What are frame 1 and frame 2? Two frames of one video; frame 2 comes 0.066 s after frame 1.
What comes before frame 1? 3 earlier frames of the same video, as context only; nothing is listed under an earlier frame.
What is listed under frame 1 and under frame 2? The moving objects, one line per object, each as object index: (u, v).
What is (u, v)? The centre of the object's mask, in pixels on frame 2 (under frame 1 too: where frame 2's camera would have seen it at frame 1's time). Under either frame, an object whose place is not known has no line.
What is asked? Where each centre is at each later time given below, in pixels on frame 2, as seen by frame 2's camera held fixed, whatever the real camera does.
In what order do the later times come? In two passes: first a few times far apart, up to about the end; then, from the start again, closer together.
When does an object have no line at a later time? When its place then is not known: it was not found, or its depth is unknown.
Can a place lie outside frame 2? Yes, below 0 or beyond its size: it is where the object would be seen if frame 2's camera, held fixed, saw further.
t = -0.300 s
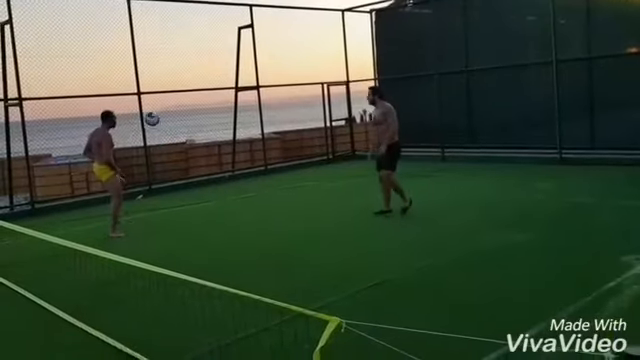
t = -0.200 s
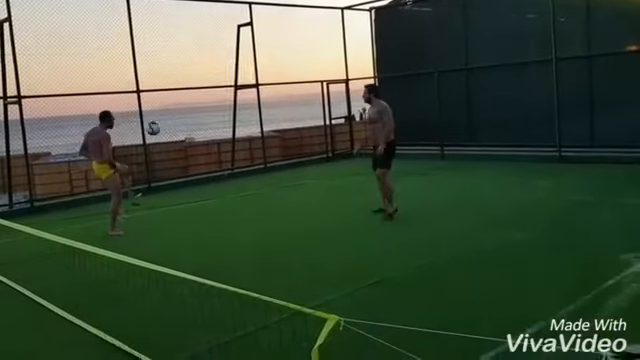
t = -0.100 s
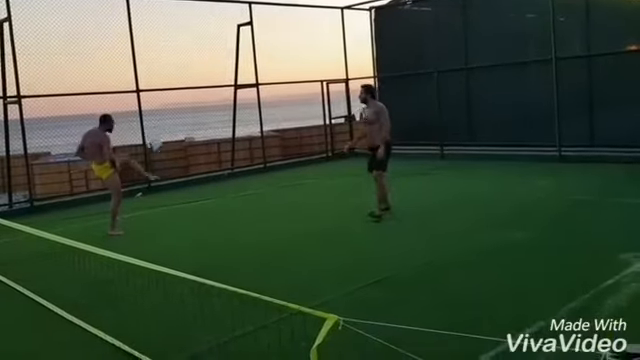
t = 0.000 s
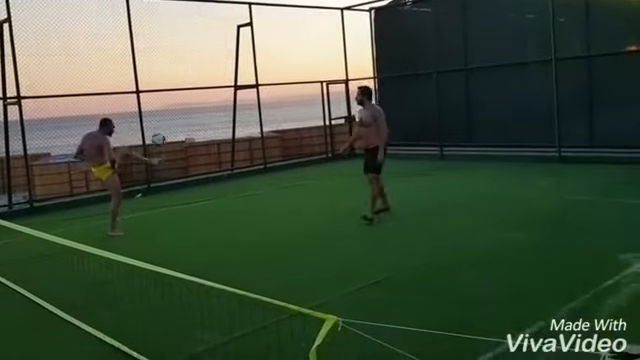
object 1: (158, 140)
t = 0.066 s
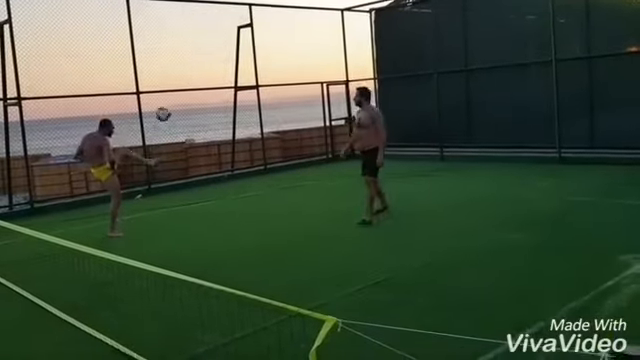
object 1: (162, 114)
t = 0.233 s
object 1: (175, 56)
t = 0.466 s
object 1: (199, 1)
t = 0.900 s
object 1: (261, 4)
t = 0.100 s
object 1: (165, 101)
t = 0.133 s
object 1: (167, 89)
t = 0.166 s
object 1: (170, 77)
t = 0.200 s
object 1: (173, 66)
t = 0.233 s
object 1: (175, 56)
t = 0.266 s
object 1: (178, 46)
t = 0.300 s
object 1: (181, 37)
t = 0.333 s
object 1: (185, 29)
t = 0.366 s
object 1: (188, 21)
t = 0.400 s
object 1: (192, 14)
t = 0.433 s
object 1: (196, 7)
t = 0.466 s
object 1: (199, 1)
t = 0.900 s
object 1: (261, 4)
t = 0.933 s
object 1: (267, 11)
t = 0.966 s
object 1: (273, 19)
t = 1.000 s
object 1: (278, 28)
